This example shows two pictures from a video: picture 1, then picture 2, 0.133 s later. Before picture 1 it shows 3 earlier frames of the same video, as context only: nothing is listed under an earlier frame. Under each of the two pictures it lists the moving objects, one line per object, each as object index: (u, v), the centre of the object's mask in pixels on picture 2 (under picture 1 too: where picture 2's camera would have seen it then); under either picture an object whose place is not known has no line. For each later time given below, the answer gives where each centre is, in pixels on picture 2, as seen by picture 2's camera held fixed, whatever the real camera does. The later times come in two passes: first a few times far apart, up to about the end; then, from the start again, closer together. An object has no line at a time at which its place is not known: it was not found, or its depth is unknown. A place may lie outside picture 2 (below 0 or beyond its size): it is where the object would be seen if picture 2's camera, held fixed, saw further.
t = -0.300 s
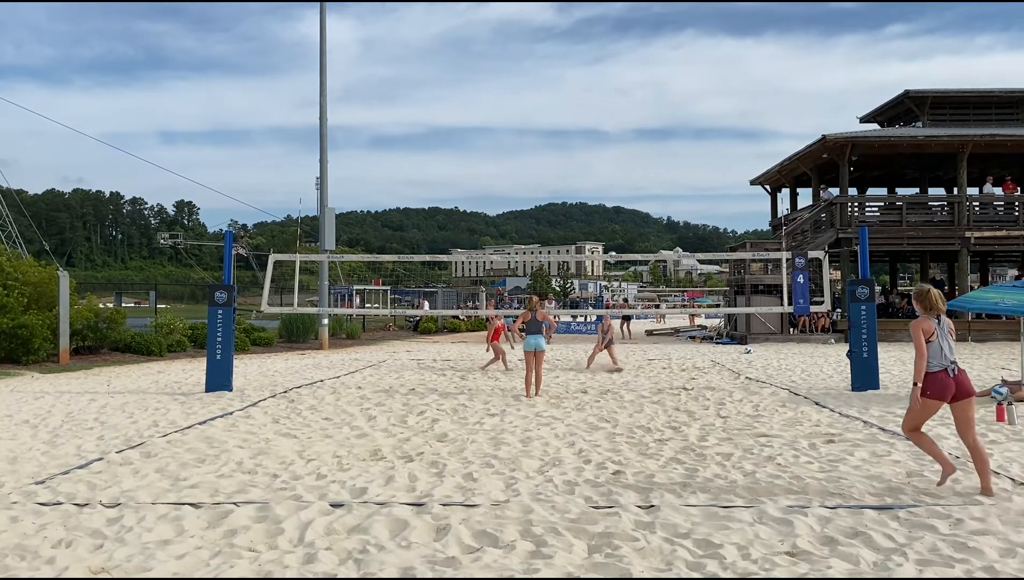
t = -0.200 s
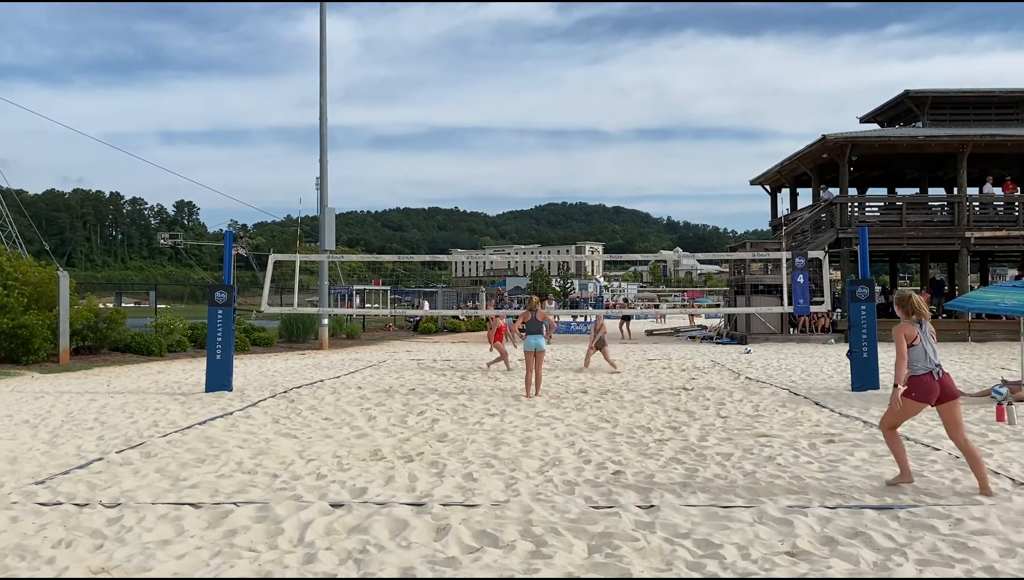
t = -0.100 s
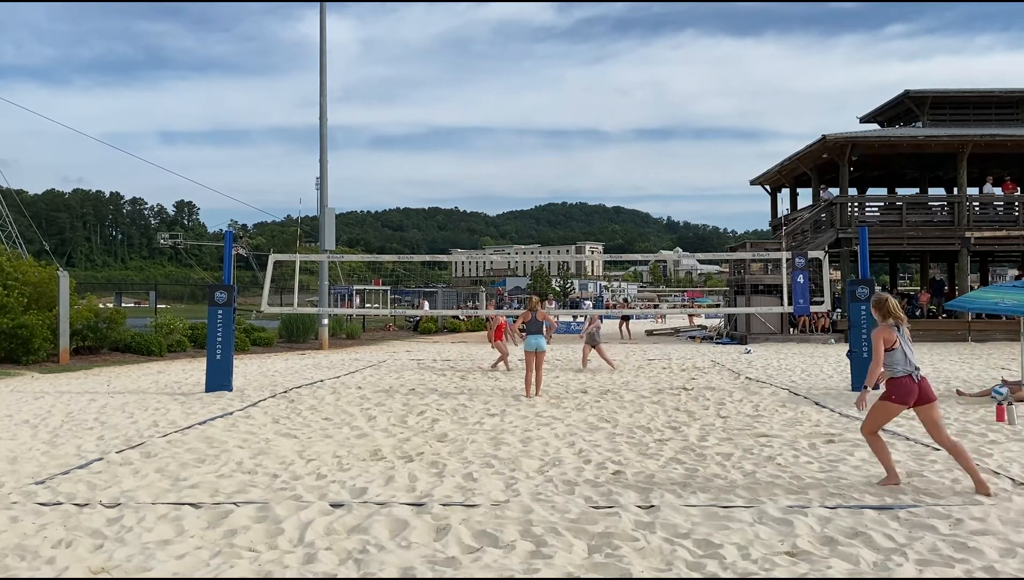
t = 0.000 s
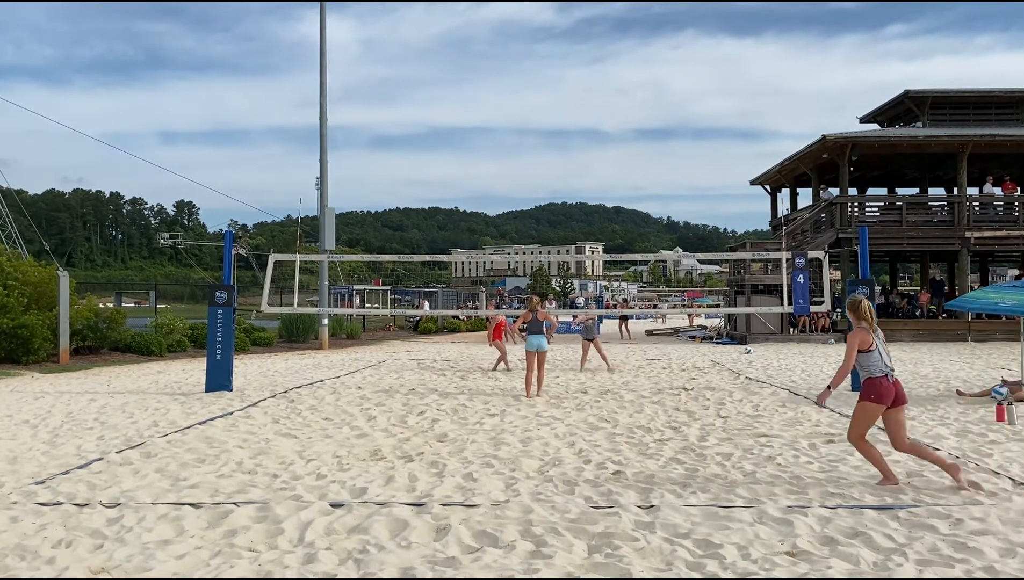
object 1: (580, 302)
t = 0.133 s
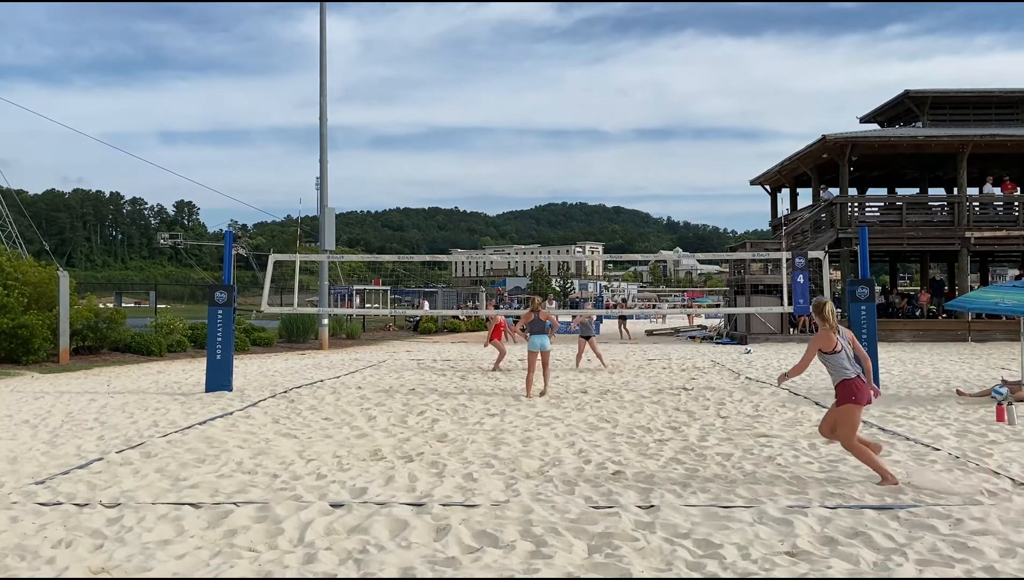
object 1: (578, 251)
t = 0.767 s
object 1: (563, 125)
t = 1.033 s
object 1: (558, 126)
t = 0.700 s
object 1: (566, 130)
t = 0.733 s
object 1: (564, 127)
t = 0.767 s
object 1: (563, 125)
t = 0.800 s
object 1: (563, 123)
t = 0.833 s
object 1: (563, 122)
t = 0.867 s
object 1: (562, 122)
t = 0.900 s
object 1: (561, 122)
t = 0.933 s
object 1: (561, 121)
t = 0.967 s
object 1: (559, 122)
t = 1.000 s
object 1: (559, 124)
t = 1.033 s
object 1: (558, 126)
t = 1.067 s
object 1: (557, 128)
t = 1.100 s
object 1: (557, 131)
